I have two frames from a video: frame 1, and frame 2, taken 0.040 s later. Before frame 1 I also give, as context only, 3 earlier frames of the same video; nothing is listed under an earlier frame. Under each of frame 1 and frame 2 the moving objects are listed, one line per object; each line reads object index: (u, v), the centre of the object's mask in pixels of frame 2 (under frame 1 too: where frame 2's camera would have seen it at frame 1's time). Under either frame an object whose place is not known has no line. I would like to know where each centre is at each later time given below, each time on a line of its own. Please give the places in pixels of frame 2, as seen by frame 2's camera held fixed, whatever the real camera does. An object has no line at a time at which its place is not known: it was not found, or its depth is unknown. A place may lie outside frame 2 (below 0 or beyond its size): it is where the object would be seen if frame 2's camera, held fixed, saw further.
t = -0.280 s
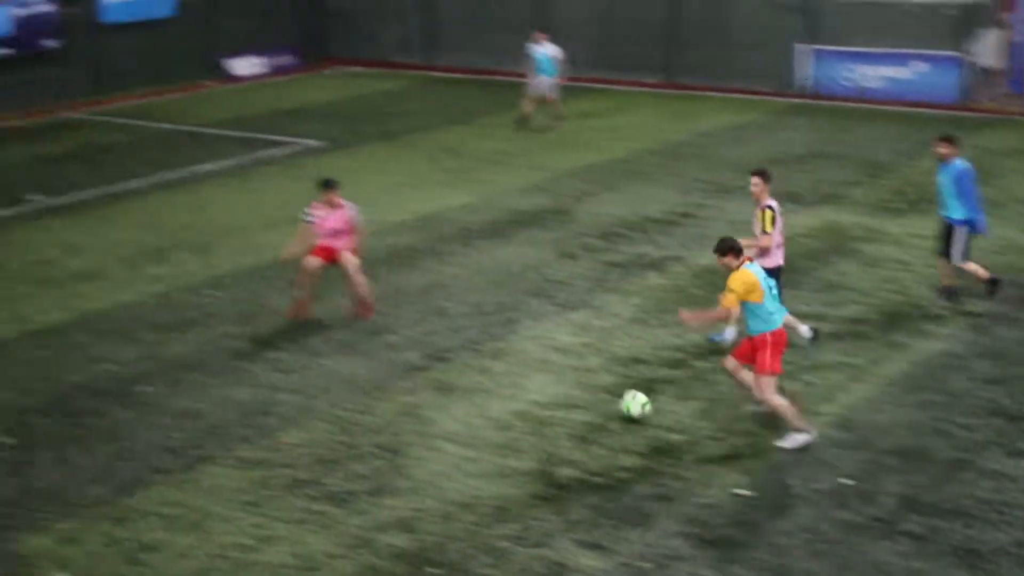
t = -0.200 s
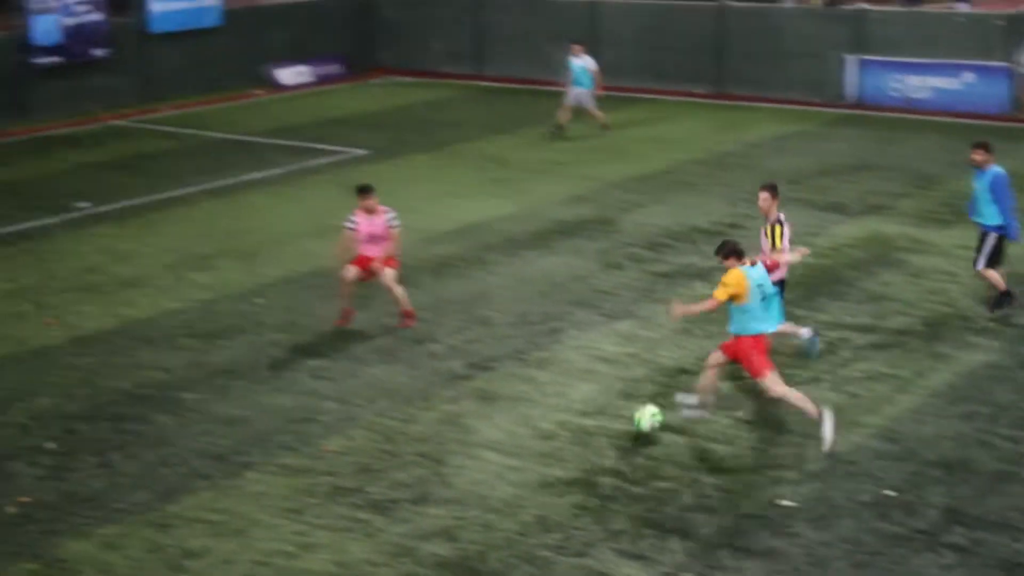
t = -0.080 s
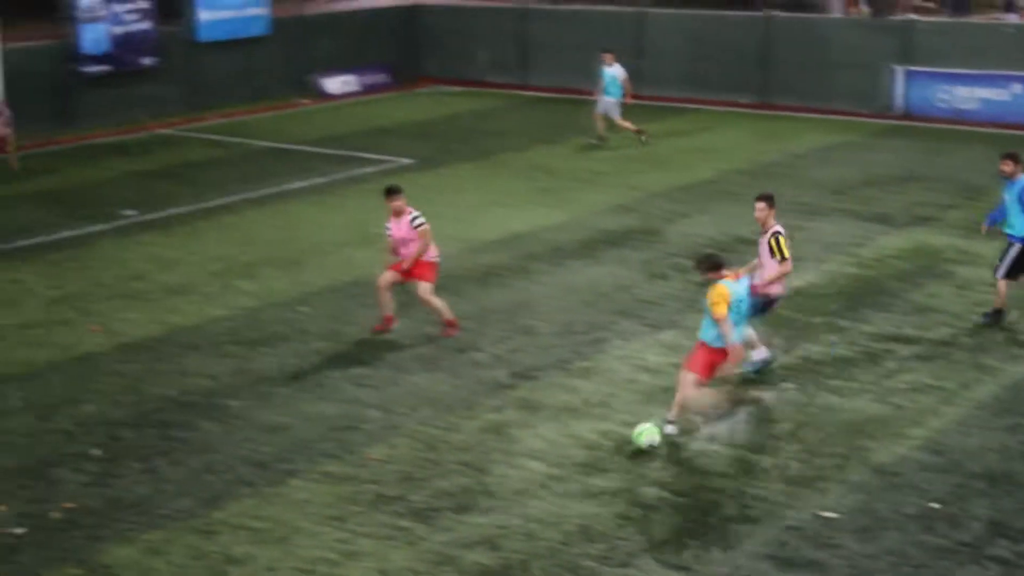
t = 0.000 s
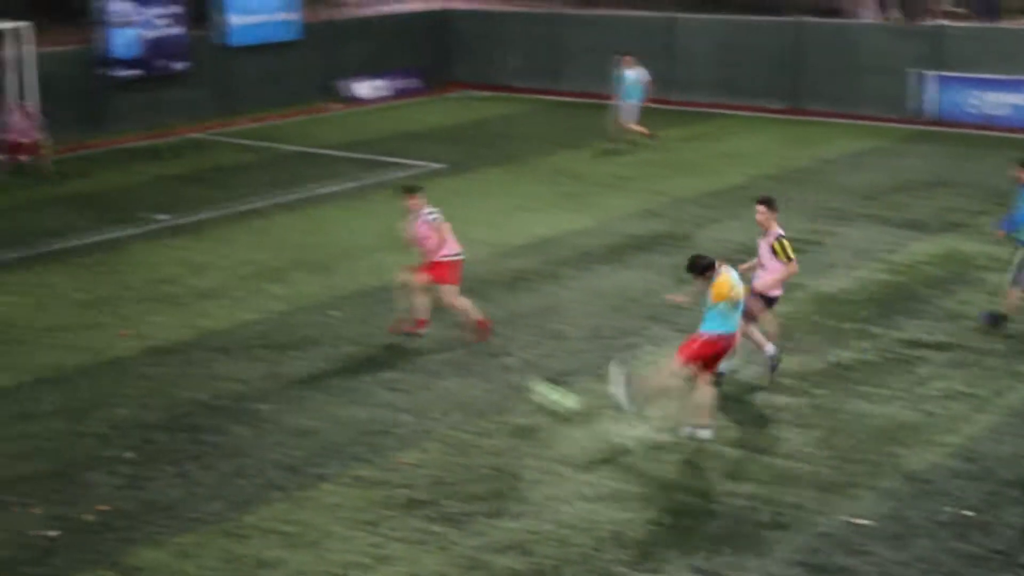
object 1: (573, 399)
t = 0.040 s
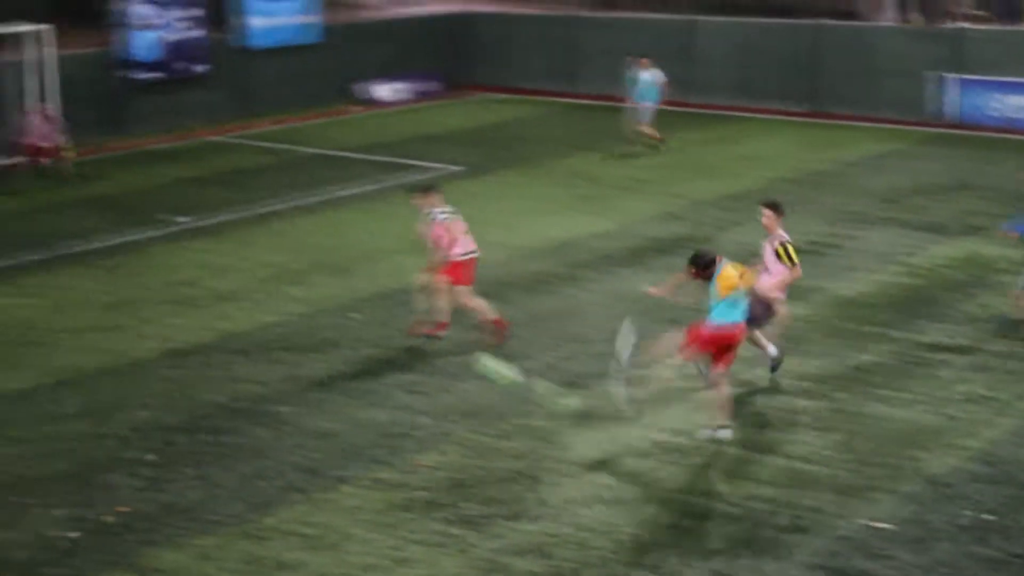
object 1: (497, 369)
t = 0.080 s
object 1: (429, 343)
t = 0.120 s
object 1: (373, 322)
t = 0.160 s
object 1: (341, 312)
